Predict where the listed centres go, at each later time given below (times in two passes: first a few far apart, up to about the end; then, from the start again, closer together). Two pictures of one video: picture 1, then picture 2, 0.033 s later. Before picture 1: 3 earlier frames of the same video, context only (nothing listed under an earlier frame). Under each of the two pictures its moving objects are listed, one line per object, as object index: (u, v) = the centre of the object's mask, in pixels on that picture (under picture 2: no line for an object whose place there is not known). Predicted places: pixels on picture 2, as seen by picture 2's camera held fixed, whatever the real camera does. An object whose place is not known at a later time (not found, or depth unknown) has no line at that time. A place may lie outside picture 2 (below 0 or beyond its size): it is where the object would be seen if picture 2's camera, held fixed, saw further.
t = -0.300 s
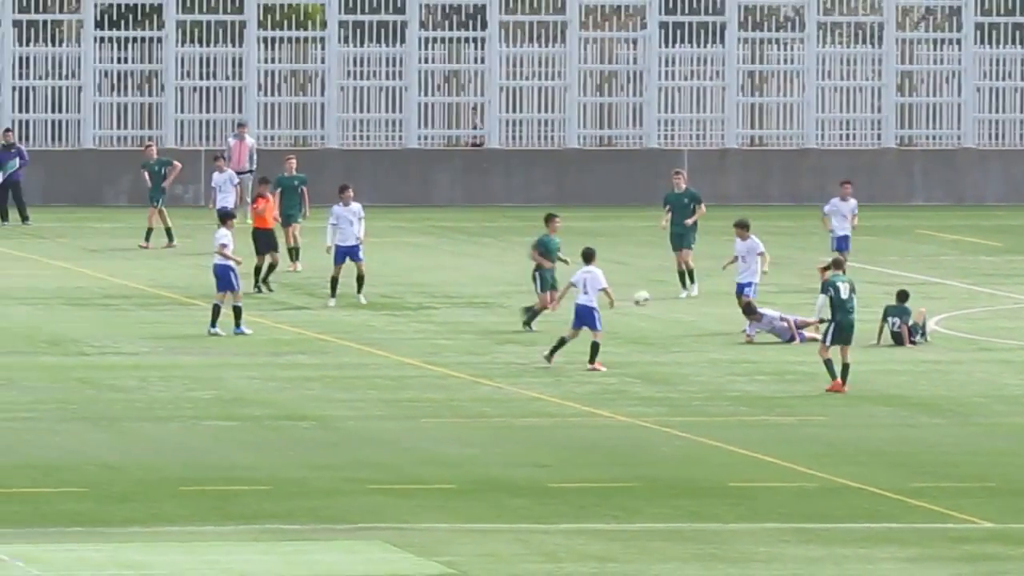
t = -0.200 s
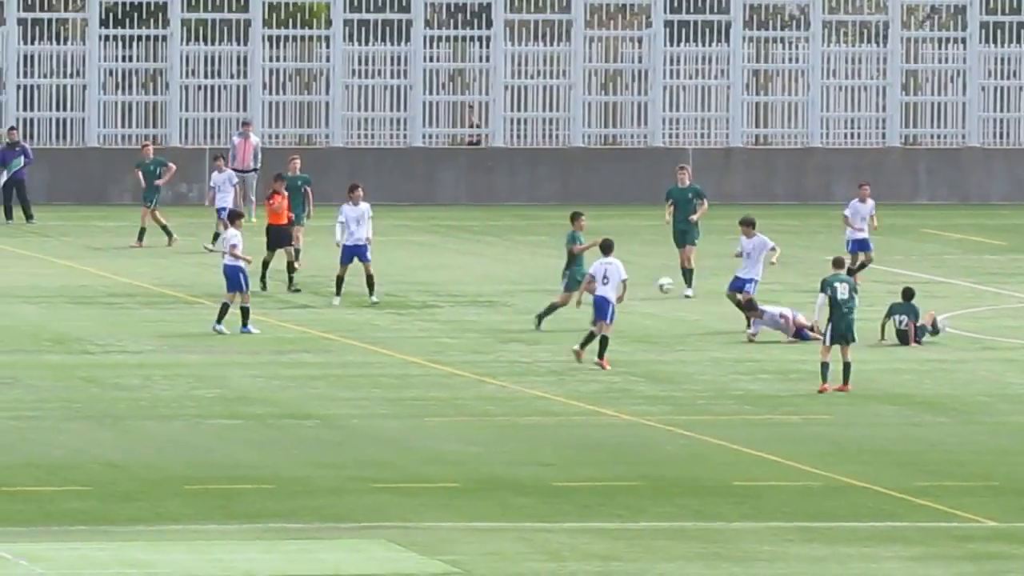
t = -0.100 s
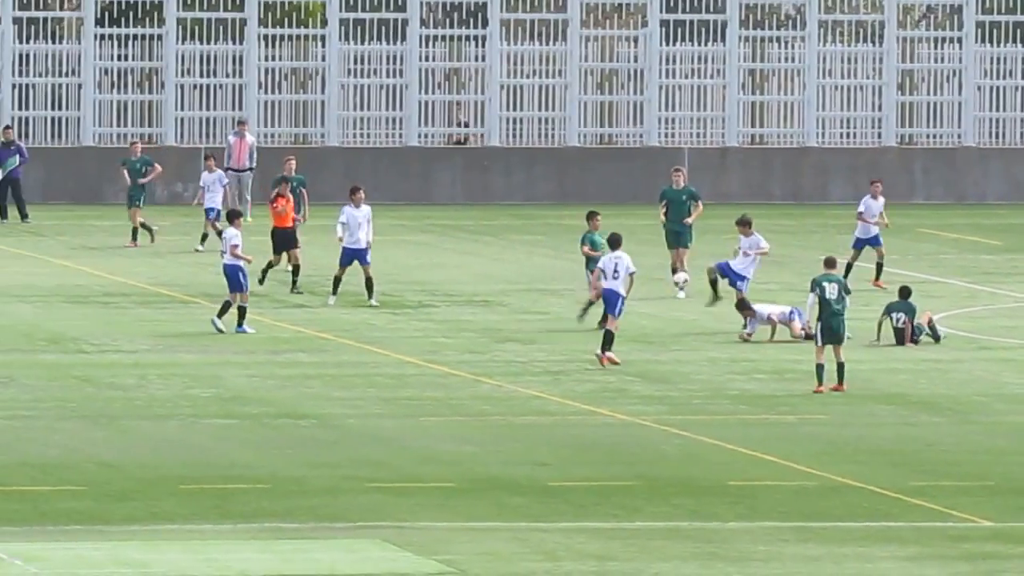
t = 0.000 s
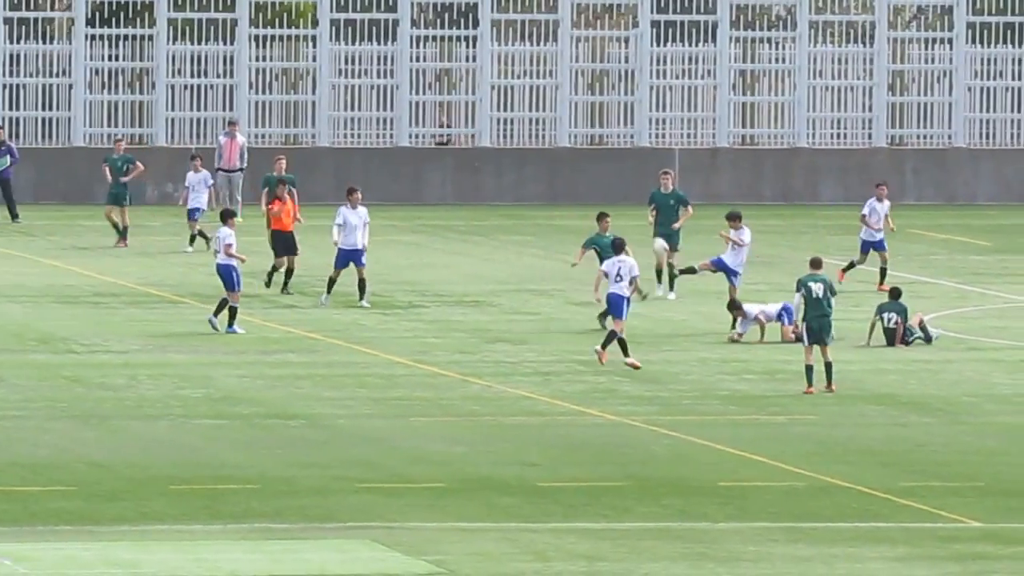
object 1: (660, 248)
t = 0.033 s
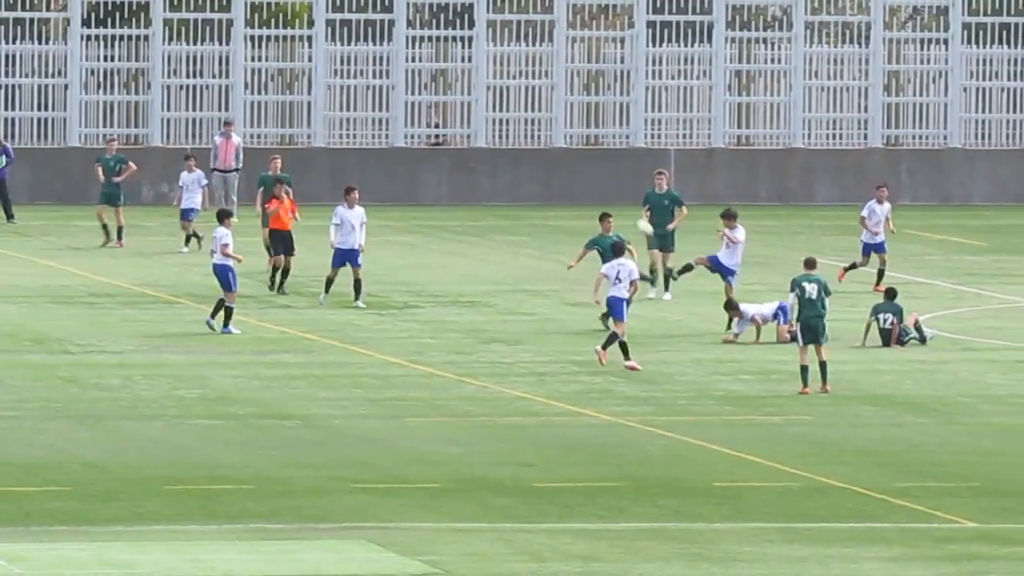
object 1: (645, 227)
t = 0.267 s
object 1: (568, 122)
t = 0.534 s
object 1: (499, 46)
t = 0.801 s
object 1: (442, 17)
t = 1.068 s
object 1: (396, 37)
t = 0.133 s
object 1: (610, 178)
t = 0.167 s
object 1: (600, 163)
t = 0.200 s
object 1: (589, 149)
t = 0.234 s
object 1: (579, 136)
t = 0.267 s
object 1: (568, 122)
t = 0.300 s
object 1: (560, 110)
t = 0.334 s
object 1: (550, 97)
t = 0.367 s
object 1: (540, 88)
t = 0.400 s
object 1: (532, 78)
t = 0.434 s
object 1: (523, 69)
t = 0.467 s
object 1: (515, 61)
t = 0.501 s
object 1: (506, 53)
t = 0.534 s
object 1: (499, 46)
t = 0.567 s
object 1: (491, 39)
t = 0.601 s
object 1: (483, 35)
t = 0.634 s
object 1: (476, 29)
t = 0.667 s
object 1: (468, 26)
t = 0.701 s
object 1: (462, 23)
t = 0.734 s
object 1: (455, 21)
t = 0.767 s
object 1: (448, 19)
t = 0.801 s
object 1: (442, 17)
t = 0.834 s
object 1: (436, 18)
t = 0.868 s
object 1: (430, 19)
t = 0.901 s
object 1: (424, 21)
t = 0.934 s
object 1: (418, 22)
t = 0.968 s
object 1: (413, 25)
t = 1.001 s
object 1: (408, 28)
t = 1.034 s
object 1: (403, 33)
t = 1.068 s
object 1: (396, 37)
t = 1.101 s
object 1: (391, 44)
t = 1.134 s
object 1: (386, 49)
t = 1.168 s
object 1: (381, 56)
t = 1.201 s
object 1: (376, 64)
